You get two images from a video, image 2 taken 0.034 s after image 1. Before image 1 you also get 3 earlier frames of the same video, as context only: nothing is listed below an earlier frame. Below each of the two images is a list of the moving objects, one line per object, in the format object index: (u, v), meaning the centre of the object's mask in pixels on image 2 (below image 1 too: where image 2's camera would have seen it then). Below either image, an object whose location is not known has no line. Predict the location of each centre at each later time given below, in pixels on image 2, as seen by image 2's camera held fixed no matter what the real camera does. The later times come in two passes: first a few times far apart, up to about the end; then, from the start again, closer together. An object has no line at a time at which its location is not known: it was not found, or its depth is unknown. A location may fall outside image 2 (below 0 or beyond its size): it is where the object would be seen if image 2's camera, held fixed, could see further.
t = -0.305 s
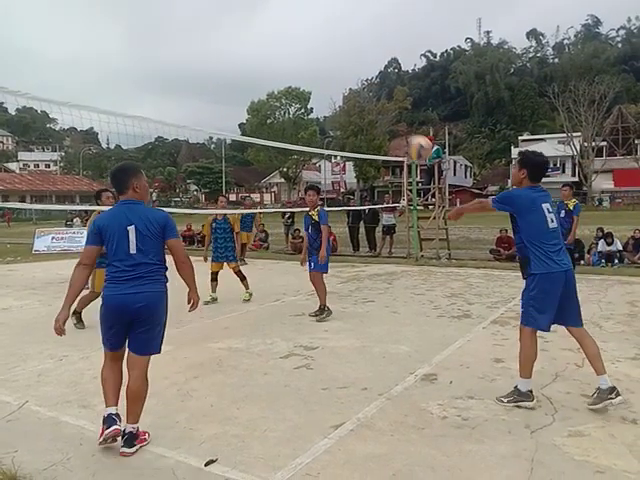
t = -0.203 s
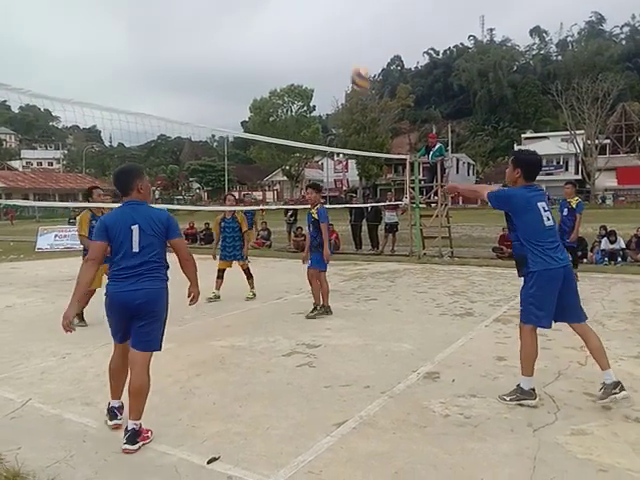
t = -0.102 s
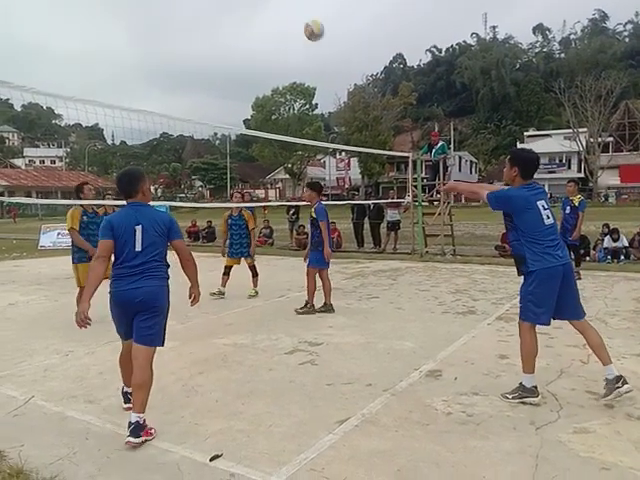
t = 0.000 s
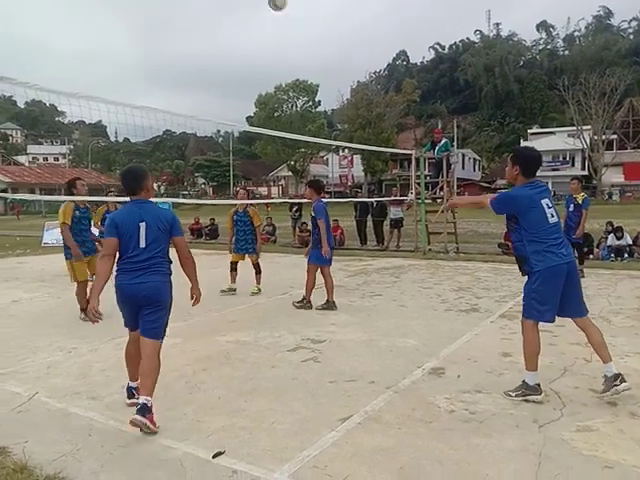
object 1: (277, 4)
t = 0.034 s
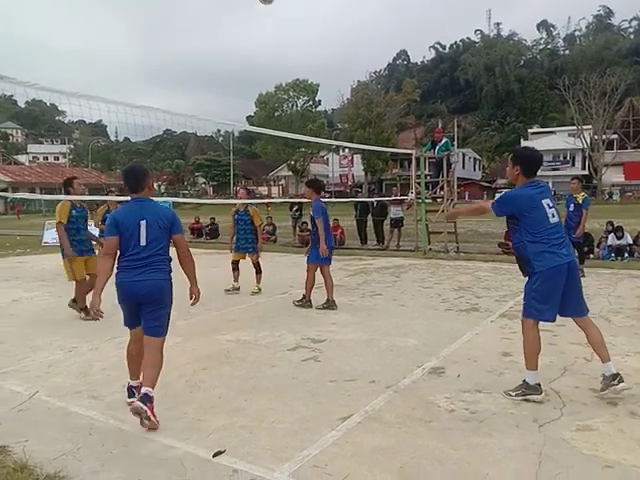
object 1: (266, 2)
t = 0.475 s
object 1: (162, 13)
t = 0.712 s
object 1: (129, 67)
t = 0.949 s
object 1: (103, 136)
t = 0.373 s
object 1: (180, 3)
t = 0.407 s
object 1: (174, 5)
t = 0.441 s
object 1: (168, 8)
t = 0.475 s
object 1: (162, 13)
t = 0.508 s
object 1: (157, 20)
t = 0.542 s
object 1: (151, 26)
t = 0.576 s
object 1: (146, 34)
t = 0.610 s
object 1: (142, 42)
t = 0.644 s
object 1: (137, 50)
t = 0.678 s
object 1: (133, 58)
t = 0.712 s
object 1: (129, 67)
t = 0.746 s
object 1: (125, 76)
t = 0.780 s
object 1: (121, 85)
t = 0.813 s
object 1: (117, 95)
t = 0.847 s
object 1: (114, 105)
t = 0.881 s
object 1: (111, 115)
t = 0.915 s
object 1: (107, 127)
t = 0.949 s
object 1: (103, 136)
